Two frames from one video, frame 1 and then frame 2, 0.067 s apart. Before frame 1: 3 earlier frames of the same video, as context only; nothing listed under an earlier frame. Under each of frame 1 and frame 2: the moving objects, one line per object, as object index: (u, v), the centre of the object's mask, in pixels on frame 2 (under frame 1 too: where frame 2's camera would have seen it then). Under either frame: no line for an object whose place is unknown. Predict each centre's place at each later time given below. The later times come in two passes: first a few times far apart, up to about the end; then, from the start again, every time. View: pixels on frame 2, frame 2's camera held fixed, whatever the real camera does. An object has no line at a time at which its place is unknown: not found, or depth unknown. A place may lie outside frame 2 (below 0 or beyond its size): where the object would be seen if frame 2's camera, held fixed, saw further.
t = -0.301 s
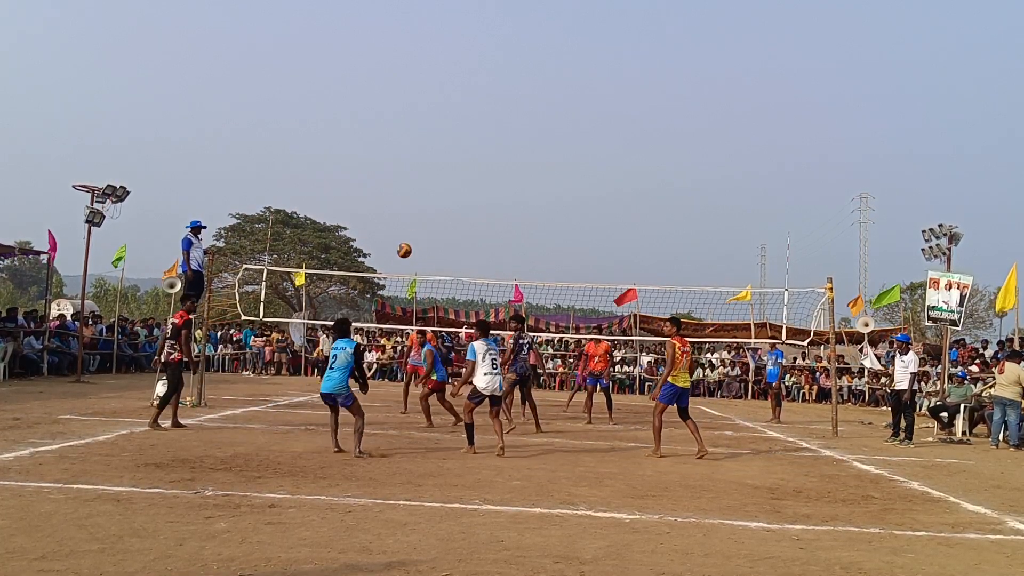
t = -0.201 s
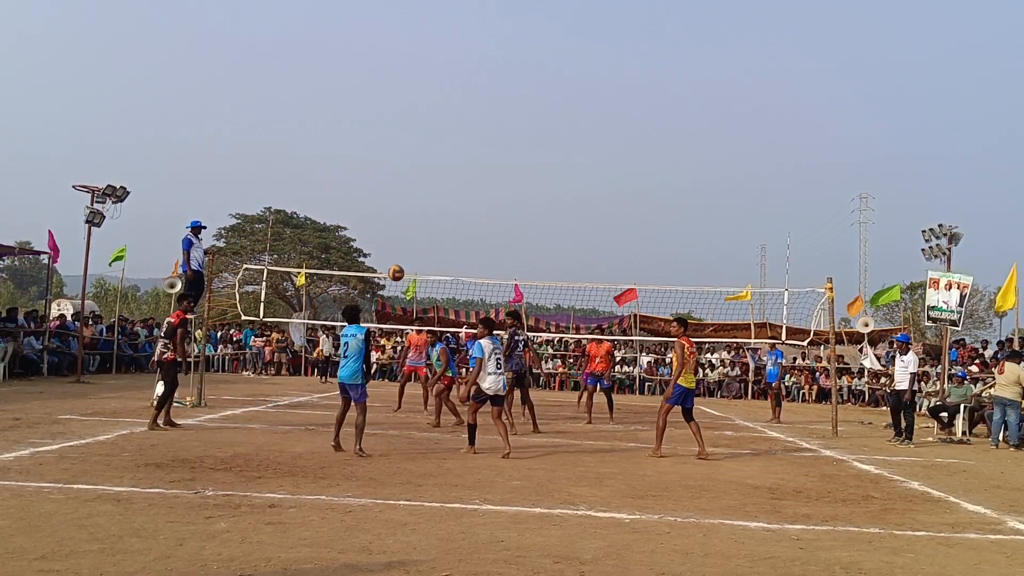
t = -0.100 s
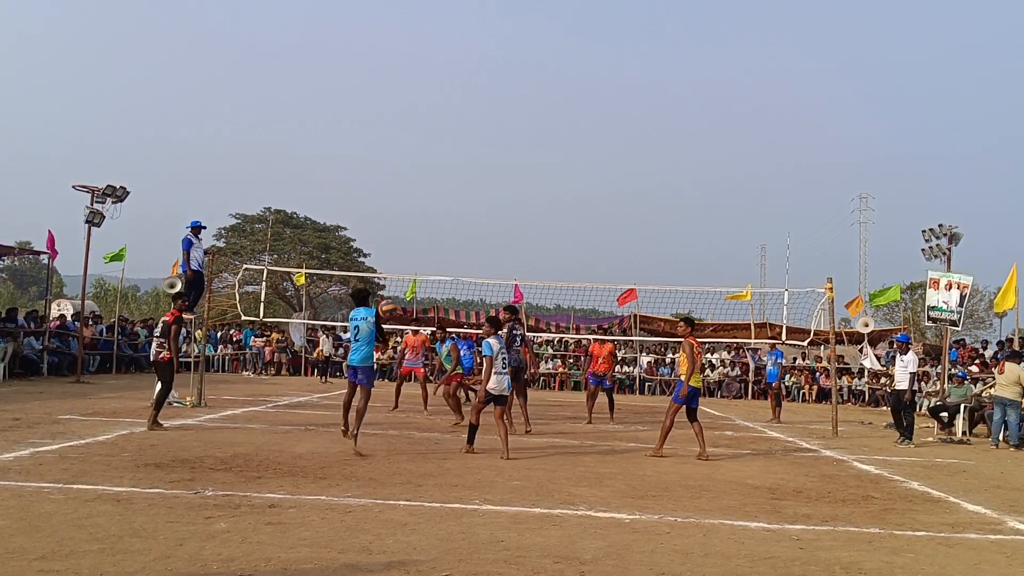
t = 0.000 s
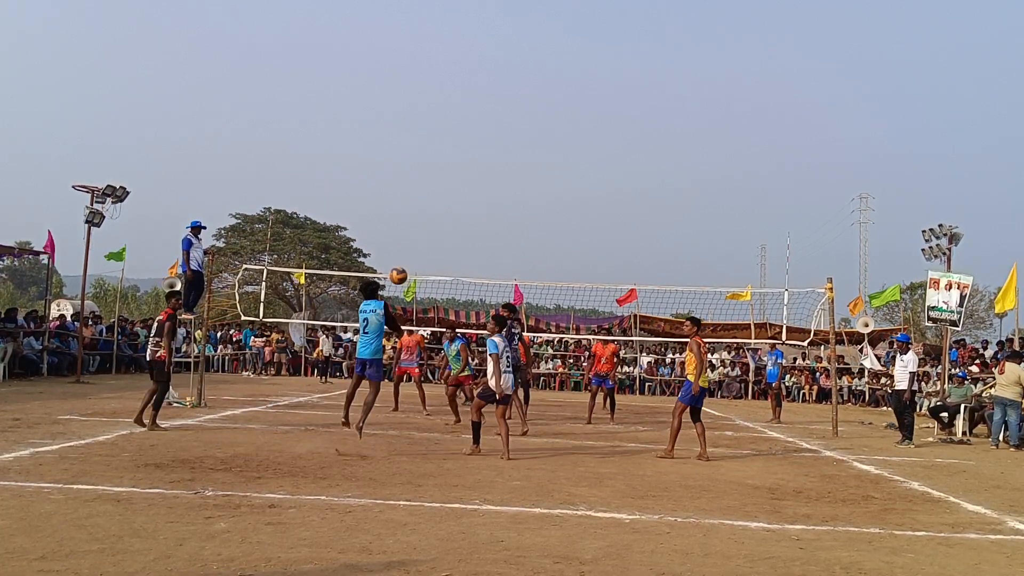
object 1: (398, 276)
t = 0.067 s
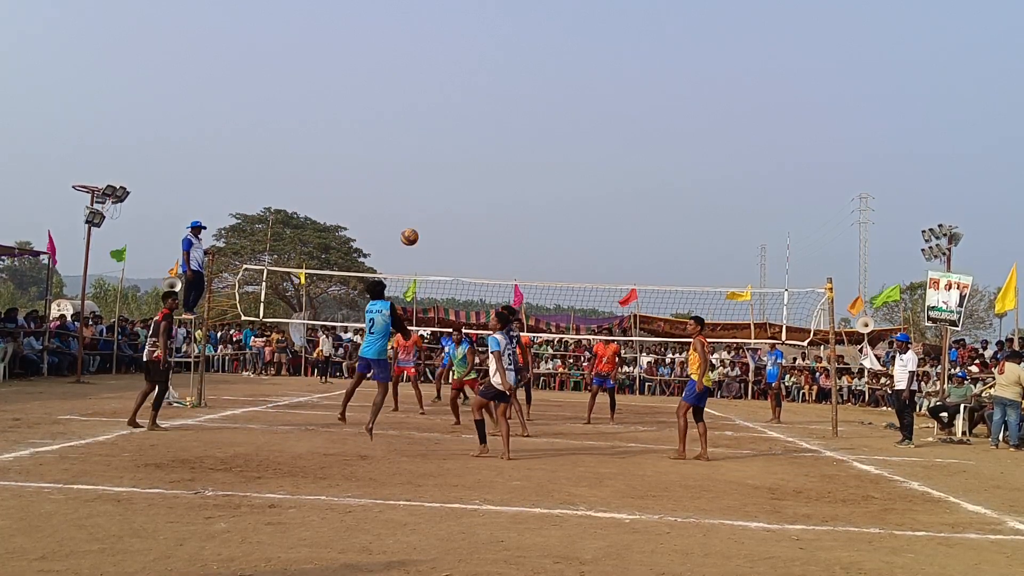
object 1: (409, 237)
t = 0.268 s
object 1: (439, 146)
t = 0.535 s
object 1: (469, 80)
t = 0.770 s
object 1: (490, 70)
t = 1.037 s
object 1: (509, 107)
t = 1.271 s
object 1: (523, 182)
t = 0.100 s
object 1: (414, 219)
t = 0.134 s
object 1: (419, 203)
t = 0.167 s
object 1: (424, 187)
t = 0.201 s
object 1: (430, 173)
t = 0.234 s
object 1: (434, 159)
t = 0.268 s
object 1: (439, 146)
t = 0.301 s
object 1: (443, 135)
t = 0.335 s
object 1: (447, 124)
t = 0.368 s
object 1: (451, 115)
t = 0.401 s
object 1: (455, 106)
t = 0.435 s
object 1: (459, 98)
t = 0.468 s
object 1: (462, 91)
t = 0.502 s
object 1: (466, 85)
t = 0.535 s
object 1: (469, 80)
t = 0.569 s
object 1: (472, 76)
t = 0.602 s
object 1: (475, 73)
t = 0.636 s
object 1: (478, 70)
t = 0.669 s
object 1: (481, 69)
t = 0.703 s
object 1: (484, 68)
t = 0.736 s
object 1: (487, 68)
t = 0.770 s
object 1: (490, 70)
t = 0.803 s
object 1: (492, 71)
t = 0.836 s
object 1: (495, 74)
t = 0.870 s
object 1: (498, 77)
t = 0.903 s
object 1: (500, 81)
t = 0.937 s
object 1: (503, 87)
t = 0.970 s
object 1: (505, 93)
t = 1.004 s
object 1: (507, 100)
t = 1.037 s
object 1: (509, 107)
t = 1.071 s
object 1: (511, 116)
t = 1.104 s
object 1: (513, 125)
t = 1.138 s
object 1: (516, 135)
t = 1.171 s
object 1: (517, 146)
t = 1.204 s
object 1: (519, 158)
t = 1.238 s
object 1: (521, 170)
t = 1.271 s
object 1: (523, 182)
